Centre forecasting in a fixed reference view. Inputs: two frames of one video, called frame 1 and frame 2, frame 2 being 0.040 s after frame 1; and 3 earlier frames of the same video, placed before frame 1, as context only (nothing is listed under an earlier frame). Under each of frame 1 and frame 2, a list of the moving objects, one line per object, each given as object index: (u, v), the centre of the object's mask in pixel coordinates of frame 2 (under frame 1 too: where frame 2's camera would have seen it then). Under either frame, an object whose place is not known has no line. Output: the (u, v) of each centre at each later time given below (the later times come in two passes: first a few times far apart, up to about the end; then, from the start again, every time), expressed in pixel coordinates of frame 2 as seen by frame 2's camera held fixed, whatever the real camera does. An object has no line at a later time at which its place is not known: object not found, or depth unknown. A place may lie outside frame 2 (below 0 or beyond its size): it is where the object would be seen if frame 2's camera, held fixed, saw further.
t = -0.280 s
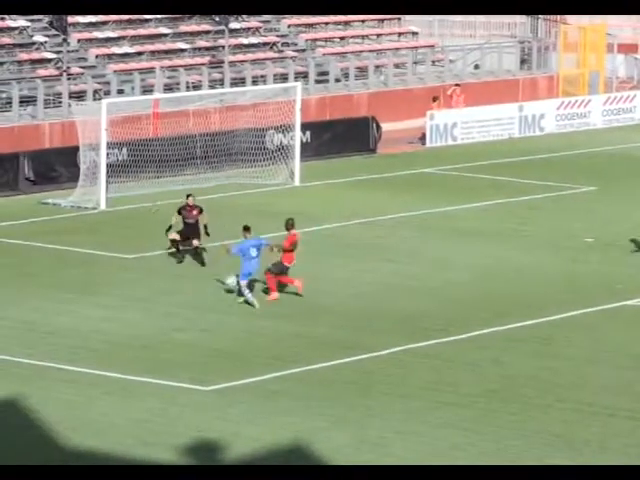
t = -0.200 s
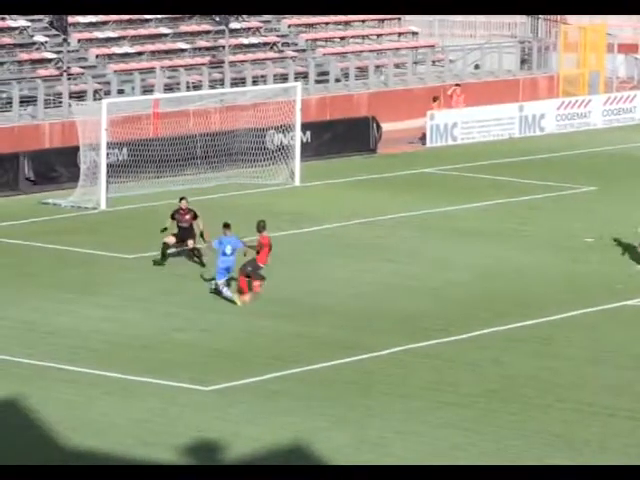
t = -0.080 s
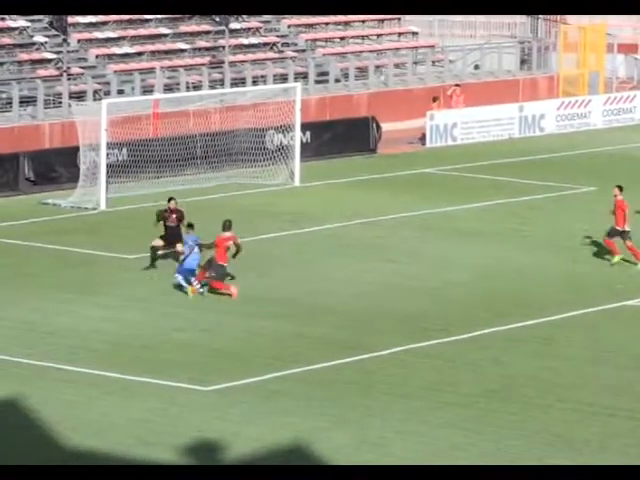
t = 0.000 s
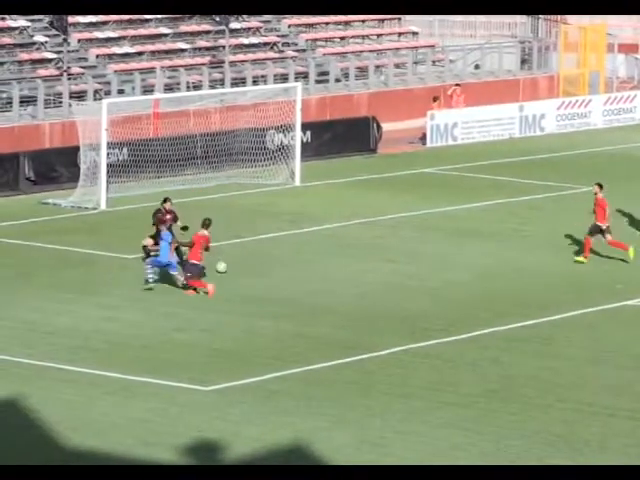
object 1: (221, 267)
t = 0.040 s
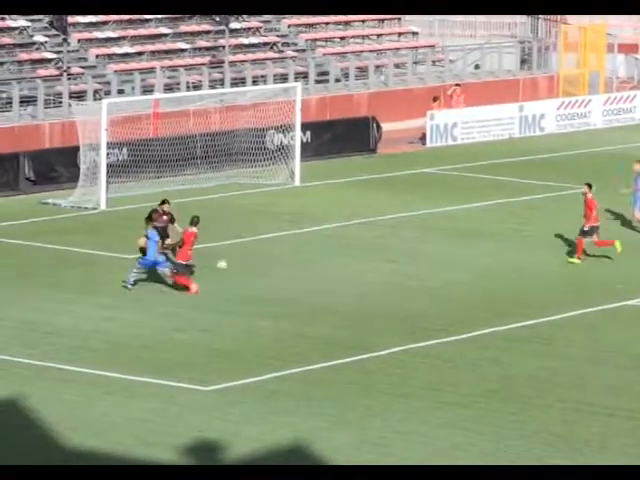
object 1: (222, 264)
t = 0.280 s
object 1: (225, 247)
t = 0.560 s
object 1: (229, 233)
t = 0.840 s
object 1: (231, 219)
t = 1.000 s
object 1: (232, 213)
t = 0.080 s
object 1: (222, 261)
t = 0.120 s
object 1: (223, 257)
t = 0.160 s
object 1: (224, 254)
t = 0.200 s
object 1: (224, 252)
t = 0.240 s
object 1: (225, 250)
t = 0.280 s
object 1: (225, 247)
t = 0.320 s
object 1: (226, 245)
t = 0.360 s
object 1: (226, 243)
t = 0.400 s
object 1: (227, 241)
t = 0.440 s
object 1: (228, 239)
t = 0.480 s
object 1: (228, 236)
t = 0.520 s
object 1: (228, 235)
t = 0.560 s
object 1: (229, 233)
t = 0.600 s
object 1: (229, 231)
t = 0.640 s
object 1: (229, 229)
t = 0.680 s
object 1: (229, 226)
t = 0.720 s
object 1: (230, 224)
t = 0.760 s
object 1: (230, 223)
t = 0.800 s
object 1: (230, 221)
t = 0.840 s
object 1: (231, 219)
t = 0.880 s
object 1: (231, 218)
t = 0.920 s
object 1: (231, 216)
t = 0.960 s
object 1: (232, 215)
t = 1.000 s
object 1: (232, 213)
